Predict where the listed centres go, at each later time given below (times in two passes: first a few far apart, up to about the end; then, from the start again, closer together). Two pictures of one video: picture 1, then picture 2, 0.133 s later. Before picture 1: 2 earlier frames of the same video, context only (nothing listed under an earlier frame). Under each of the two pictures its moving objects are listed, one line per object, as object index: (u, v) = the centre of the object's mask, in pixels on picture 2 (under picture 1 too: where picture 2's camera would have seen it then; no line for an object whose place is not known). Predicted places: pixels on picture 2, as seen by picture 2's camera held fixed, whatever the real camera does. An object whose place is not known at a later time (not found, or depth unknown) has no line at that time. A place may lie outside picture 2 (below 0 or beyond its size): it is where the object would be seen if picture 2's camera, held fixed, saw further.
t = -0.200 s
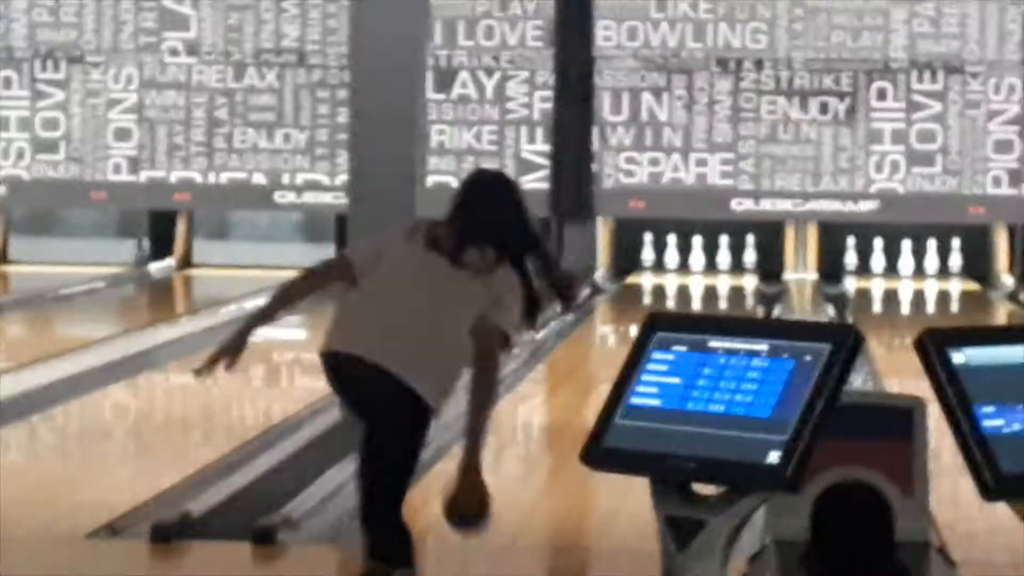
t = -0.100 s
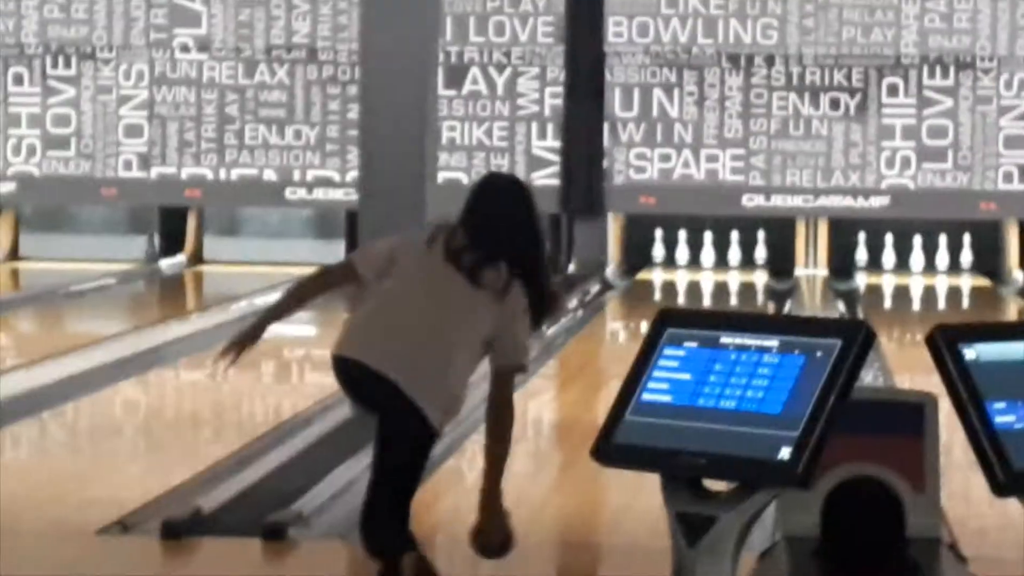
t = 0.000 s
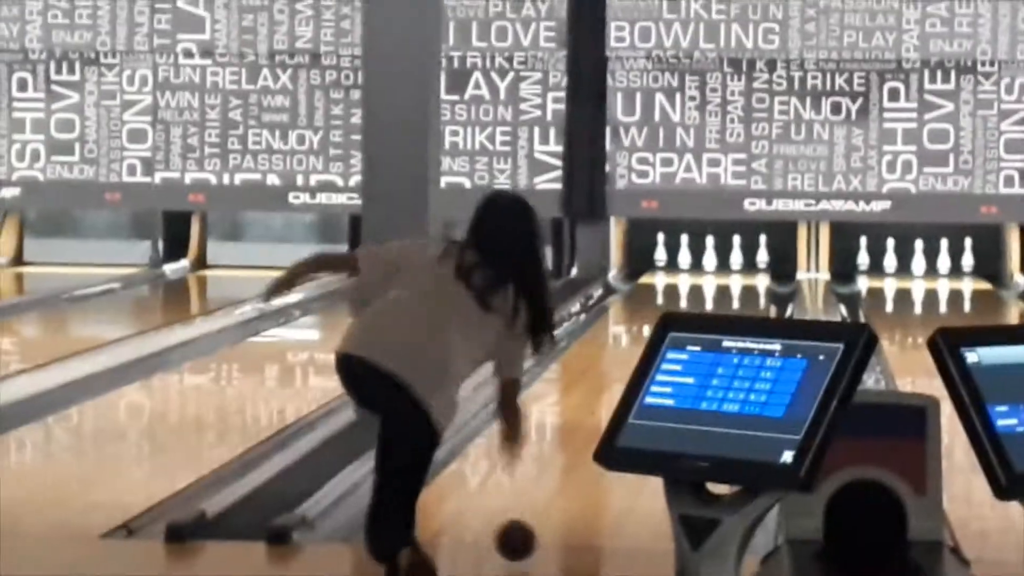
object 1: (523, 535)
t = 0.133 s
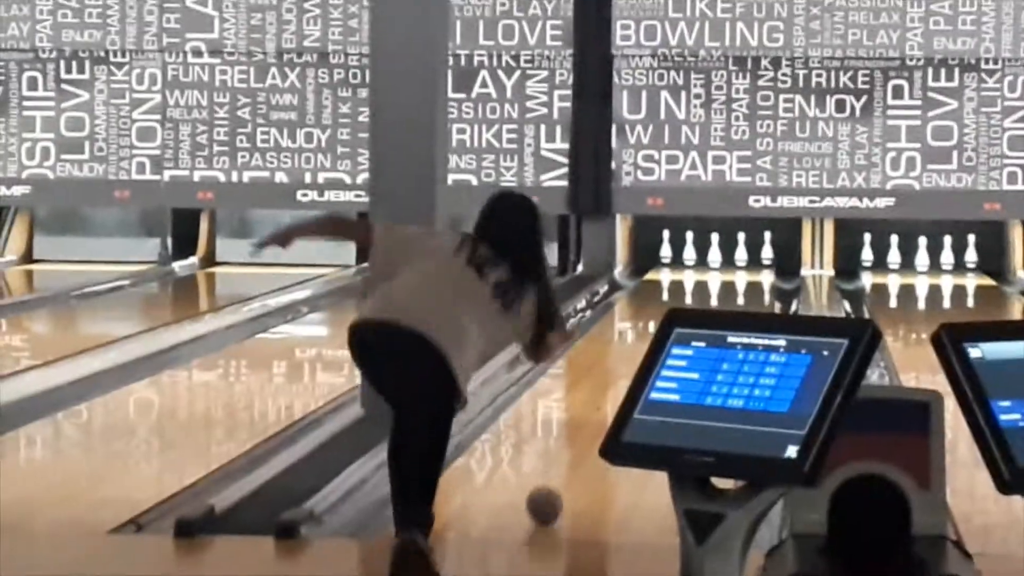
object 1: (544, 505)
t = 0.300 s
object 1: (569, 468)
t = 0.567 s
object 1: (596, 422)
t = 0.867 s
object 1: (616, 384)
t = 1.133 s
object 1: (630, 360)
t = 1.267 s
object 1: (635, 352)
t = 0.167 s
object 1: (549, 499)
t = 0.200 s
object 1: (554, 492)
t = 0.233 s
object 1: (559, 483)
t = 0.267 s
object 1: (563, 476)
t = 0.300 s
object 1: (569, 468)
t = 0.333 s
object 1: (573, 461)
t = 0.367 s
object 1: (576, 455)
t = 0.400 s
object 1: (580, 449)
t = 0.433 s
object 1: (584, 443)
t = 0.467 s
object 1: (587, 439)
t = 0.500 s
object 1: (590, 433)
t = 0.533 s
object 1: (594, 426)
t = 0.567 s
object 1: (596, 422)
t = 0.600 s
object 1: (598, 419)
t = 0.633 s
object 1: (601, 414)
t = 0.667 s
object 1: (604, 410)
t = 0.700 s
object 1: (606, 405)
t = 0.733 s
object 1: (609, 400)
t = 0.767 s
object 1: (615, 394)
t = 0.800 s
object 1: (616, 393)
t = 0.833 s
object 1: (615, 386)
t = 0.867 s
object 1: (616, 384)
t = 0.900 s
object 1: (619, 380)
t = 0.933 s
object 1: (621, 377)
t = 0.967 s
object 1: (622, 373)
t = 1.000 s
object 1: (624, 372)
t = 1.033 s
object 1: (625, 369)
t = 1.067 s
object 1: (626, 365)
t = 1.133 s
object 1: (630, 360)
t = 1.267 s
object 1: (635, 352)
